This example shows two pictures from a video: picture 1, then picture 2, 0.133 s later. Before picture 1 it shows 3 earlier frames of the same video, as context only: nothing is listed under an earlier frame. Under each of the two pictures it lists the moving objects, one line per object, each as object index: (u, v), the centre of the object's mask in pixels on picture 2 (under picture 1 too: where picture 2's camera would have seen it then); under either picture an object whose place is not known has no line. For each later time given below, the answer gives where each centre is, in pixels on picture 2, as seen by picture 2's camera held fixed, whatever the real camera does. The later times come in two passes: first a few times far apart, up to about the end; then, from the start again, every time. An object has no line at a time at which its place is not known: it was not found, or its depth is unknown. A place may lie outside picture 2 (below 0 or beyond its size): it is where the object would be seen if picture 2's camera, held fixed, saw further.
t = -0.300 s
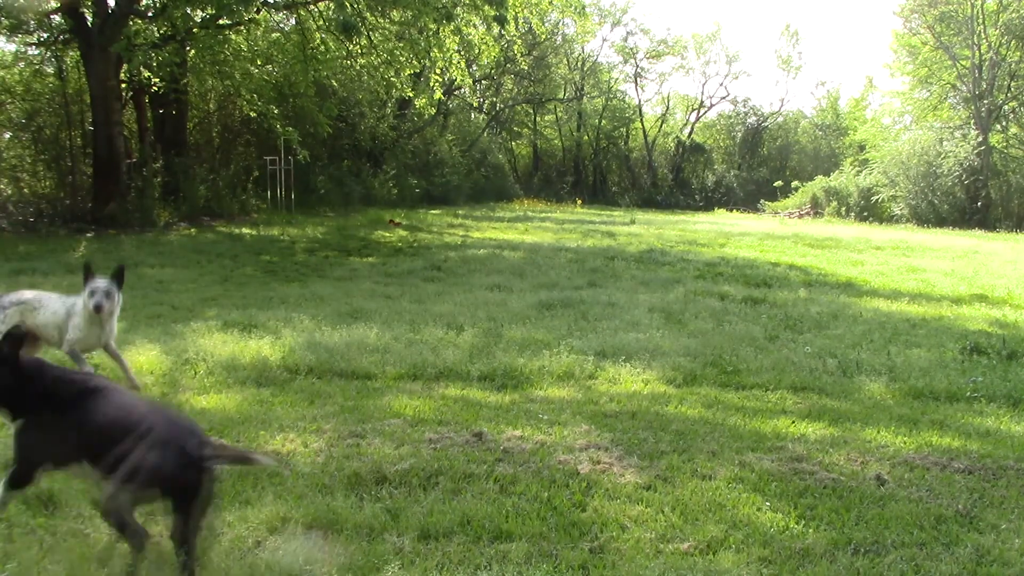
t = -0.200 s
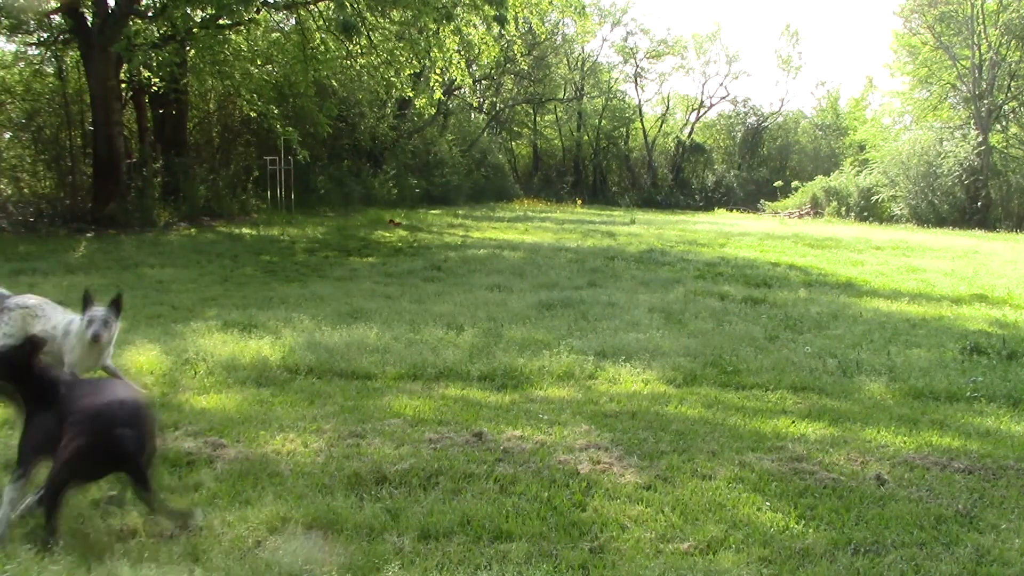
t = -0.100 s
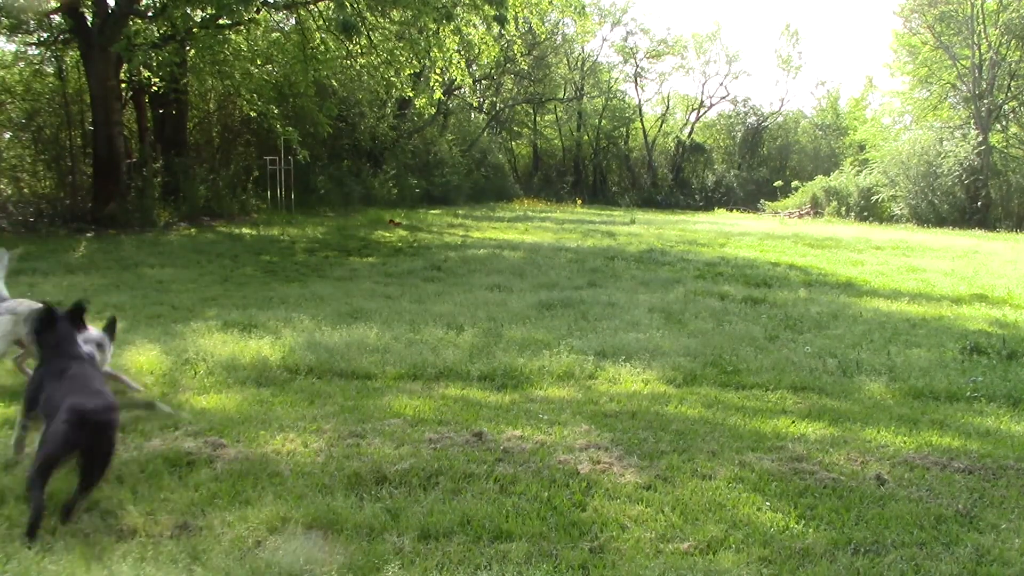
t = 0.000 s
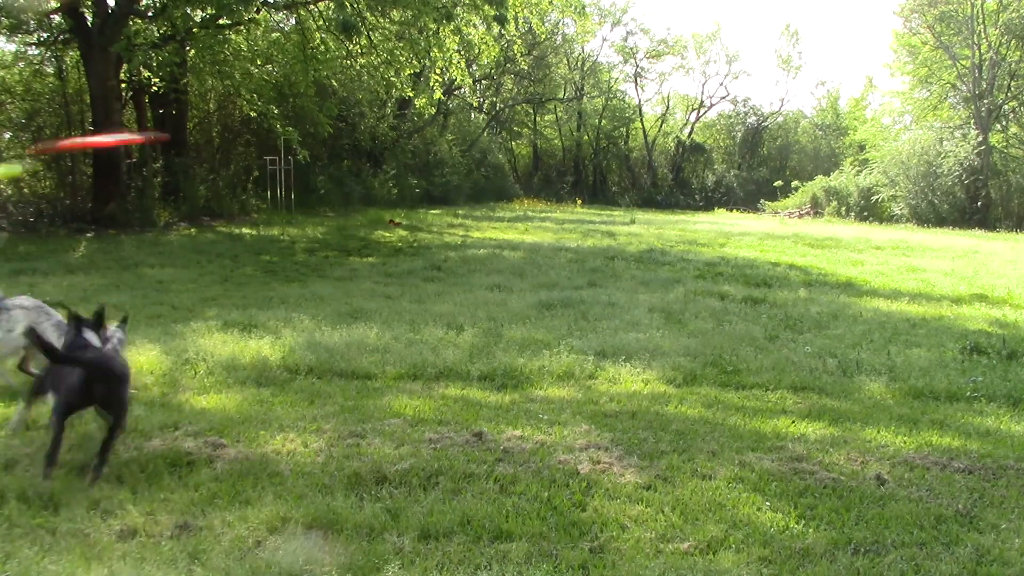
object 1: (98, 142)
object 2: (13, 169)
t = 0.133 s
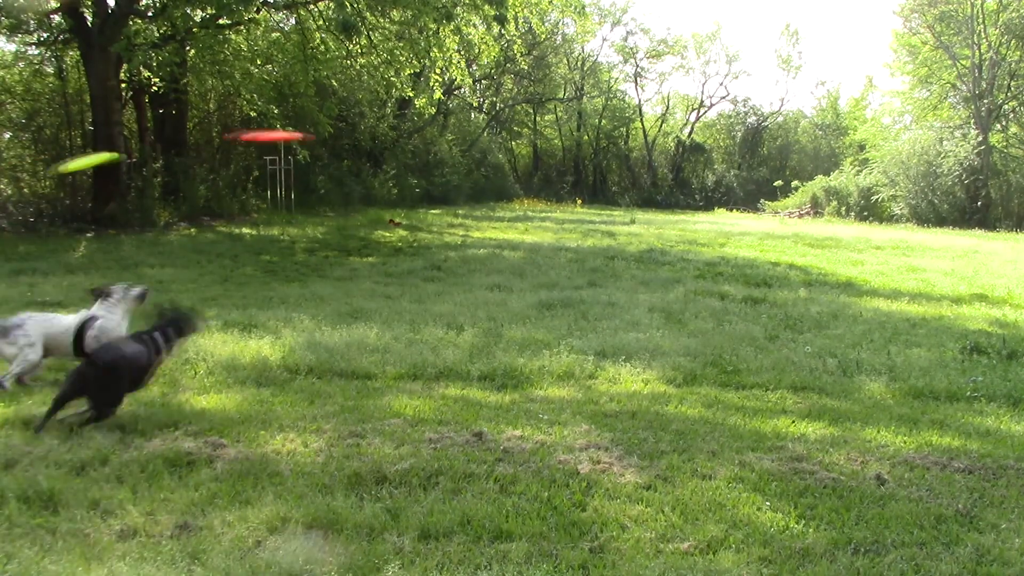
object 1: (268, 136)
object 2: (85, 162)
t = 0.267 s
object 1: (368, 153)
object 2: (143, 162)
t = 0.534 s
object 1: (480, 191)
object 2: (195, 176)
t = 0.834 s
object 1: (523, 209)
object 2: (207, 188)
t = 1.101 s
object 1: (550, 225)
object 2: (209, 200)
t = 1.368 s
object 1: (570, 237)
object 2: (207, 213)
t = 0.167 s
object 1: (298, 139)
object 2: (105, 161)
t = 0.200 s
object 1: (325, 143)
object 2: (118, 160)
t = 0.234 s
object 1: (347, 148)
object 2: (133, 161)
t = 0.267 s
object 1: (368, 153)
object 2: (143, 162)
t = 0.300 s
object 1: (387, 158)
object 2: (153, 163)
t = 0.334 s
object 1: (405, 163)
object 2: (162, 165)
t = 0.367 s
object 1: (419, 168)
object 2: (170, 166)
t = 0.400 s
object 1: (434, 173)
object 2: (177, 168)
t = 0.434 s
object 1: (447, 177)
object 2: (182, 170)
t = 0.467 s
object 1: (458, 182)
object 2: (188, 172)
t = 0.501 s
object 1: (471, 187)
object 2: (192, 173)
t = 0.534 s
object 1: (480, 191)
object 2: (195, 176)
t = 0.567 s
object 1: (490, 195)
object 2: (199, 178)
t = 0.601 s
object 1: (495, 196)
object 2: (200, 179)
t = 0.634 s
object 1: (499, 198)
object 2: (201, 181)
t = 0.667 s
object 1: (503, 200)
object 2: (203, 182)
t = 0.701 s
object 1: (508, 202)
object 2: (204, 183)
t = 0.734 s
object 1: (511, 203)
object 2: (205, 184)
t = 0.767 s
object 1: (515, 205)
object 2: (205, 186)
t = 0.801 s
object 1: (519, 207)
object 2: (206, 187)
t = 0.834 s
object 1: (523, 209)
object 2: (207, 188)
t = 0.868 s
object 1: (527, 211)
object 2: (207, 190)
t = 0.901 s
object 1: (530, 213)
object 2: (208, 191)
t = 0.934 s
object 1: (534, 215)
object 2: (208, 192)
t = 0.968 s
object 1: (537, 217)
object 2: (209, 194)
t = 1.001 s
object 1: (541, 219)
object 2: (209, 195)
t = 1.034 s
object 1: (542, 221)
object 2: (209, 197)
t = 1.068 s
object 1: (547, 222)
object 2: (209, 199)
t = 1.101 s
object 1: (550, 225)
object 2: (209, 200)
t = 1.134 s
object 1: (551, 226)
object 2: (209, 202)
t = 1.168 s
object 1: (555, 228)
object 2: (209, 203)
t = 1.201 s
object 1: (558, 229)
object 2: (209, 205)
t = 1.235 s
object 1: (560, 231)
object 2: (209, 207)
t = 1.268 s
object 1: (563, 233)
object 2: (209, 208)
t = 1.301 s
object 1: (566, 234)
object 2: (208, 210)
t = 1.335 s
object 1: (568, 236)
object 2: (208, 211)
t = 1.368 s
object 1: (570, 237)
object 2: (207, 213)
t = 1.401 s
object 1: (572, 239)
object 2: (207, 214)
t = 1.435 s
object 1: (574, 240)
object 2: (206, 216)
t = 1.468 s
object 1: (577, 242)
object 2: (206, 217)
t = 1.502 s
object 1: (579, 243)
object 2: (204, 219)
